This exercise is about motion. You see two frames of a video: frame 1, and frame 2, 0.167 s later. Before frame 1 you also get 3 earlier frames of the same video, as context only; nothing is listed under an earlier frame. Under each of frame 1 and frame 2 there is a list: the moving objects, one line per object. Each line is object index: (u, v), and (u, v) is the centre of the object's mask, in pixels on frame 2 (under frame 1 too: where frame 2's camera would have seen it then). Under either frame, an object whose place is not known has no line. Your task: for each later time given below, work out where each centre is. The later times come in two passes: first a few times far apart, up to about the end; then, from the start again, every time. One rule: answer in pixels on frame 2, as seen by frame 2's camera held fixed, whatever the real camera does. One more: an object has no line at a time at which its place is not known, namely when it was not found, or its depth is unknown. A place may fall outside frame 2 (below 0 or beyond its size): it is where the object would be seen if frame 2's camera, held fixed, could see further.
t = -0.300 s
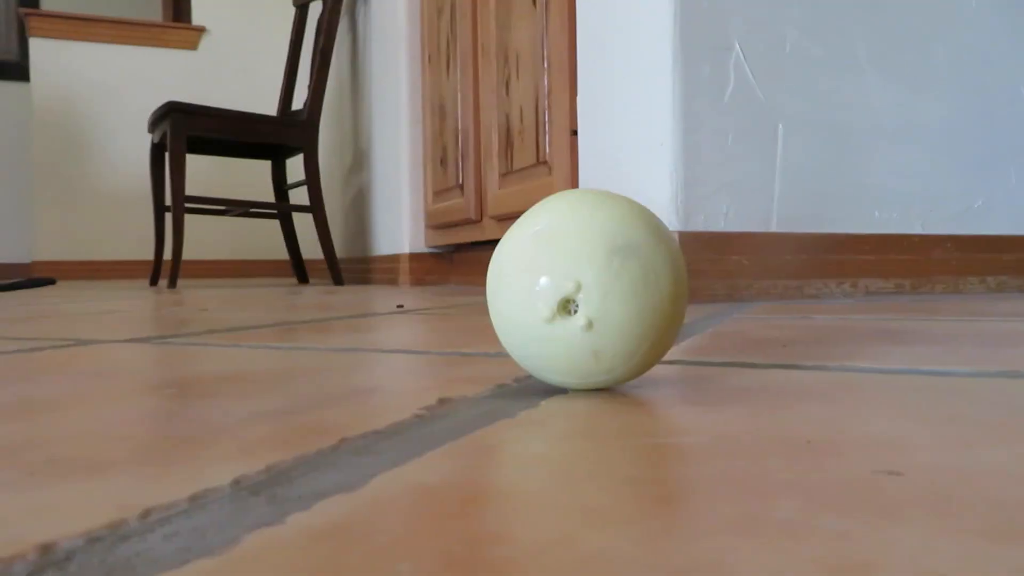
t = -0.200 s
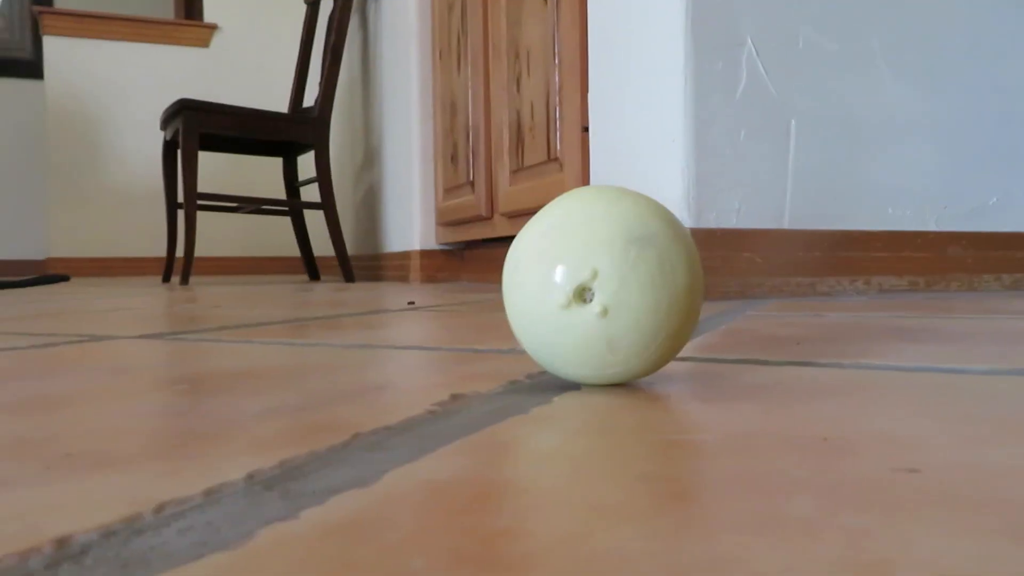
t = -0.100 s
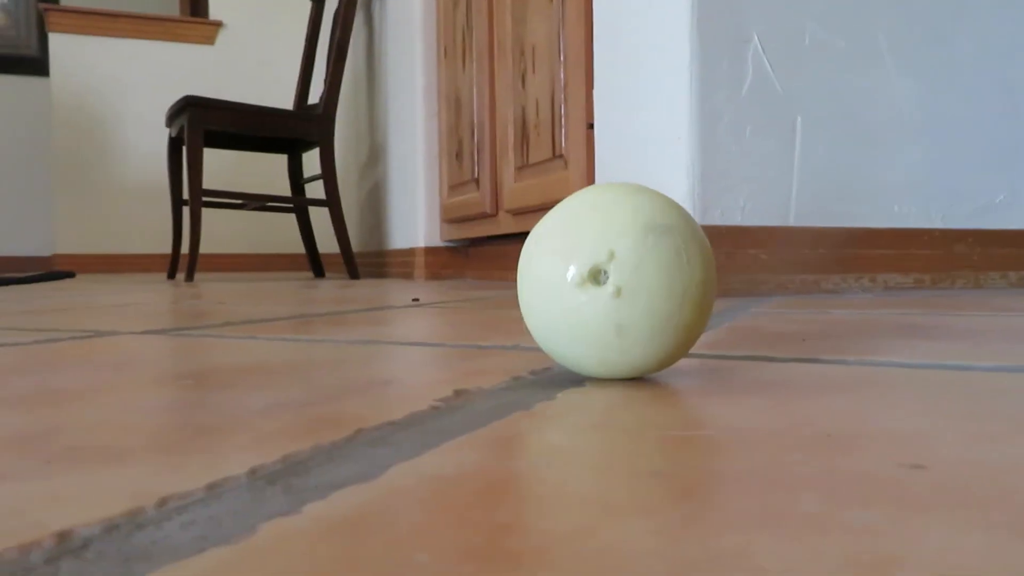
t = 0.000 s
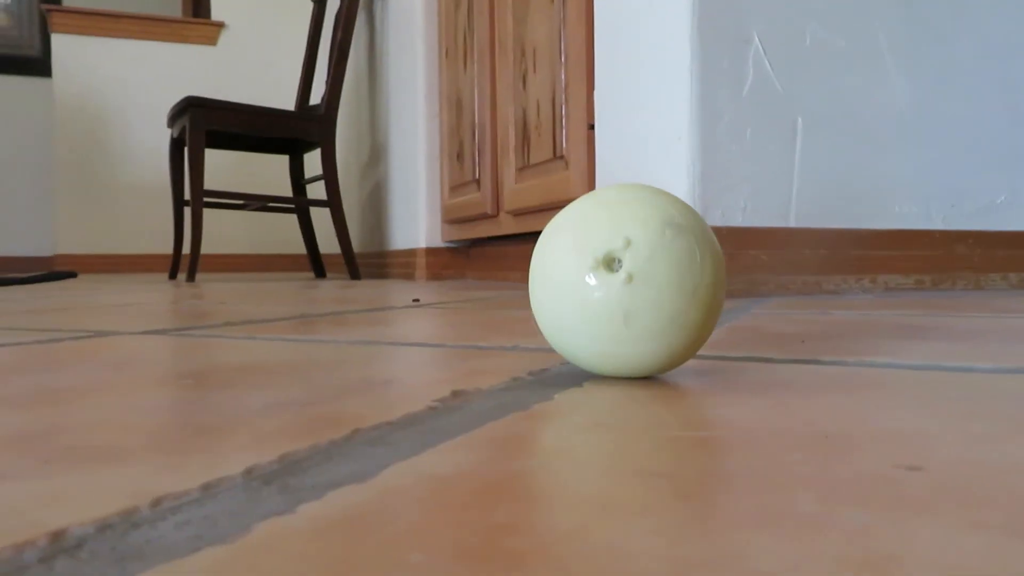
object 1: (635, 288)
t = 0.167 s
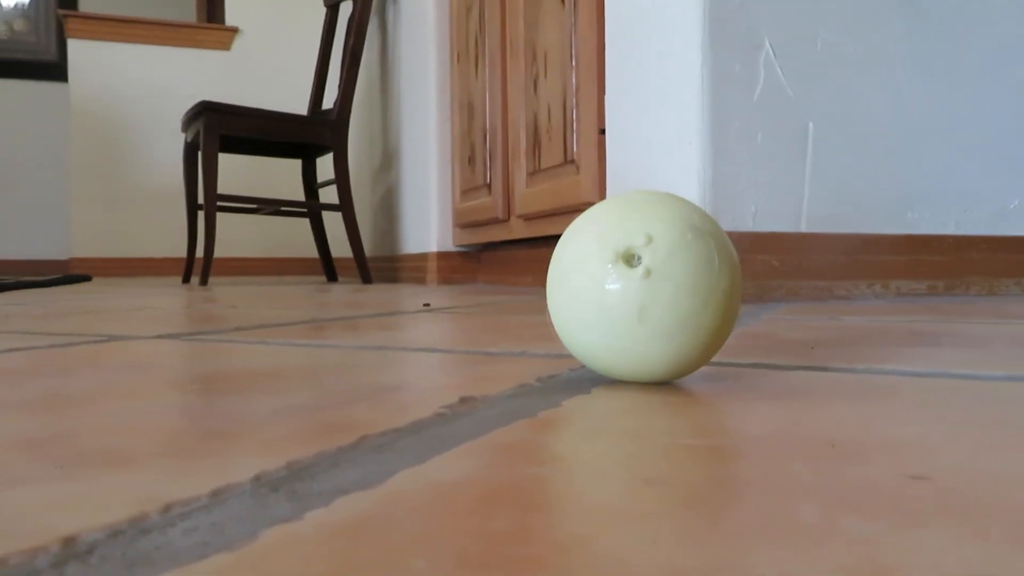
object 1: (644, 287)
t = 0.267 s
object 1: (639, 288)
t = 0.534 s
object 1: (611, 289)
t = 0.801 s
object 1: (578, 291)
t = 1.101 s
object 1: (604, 289)
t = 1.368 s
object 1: (579, 290)
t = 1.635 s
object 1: (582, 291)
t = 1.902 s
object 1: (581, 290)
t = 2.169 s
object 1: (567, 290)
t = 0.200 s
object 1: (643, 287)
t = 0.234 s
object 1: (641, 287)
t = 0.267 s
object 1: (639, 288)
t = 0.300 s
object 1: (636, 288)
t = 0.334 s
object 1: (633, 288)
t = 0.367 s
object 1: (629, 288)
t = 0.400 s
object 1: (626, 288)
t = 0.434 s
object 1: (622, 288)
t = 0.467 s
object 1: (618, 289)
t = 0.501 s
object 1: (615, 289)
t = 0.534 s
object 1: (611, 289)
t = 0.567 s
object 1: (607, 289)
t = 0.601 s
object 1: (604, 289)
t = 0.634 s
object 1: (601, 289)
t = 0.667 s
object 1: (598, 289)
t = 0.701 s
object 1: (594, 290)
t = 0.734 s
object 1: (589, 290)
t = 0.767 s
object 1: (583, 290)
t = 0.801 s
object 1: (578, 291)
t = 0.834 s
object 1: (573, 290)
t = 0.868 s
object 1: (570, 289)
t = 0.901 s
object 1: (570, 288)
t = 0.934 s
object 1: (572, 288)
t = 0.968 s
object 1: (577, 289)
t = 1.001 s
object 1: (585, 290)
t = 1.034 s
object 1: (592, 290)
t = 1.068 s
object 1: (598, 290)
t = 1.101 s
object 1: (604, 289)
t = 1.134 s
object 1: (607, 289)
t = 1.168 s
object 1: (608, 289)
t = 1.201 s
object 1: (607, 289)
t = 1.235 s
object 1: (603, 289)
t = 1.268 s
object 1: (597, 290)
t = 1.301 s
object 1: (592, 290)
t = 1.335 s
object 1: (584, 290)
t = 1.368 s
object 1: (579, 290)
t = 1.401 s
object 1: (574, 290)
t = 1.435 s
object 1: (572, 289)
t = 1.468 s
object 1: (572, 290)
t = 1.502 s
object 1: (573, 290)
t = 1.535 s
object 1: (576, 290)
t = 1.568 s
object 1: (578, 291)
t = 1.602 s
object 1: (580, 291)
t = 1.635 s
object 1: (582, 291)
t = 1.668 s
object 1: (584, 291)
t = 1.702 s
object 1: (585, 291)
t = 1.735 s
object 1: (585, 290)
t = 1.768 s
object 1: (586, 290)
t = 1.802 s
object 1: (585, 290)
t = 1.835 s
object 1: (584, 290)
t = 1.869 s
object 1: (583, 290)
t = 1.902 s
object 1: (581, 290)
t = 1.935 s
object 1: (579, 291)
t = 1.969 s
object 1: (577, 290)
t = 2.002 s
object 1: (575, 291)
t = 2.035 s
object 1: (572, 291)
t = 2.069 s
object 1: (570, 291)
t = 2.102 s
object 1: (569, 291)
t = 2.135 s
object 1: (568, 291)
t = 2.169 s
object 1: (567, 290)
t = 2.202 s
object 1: (567, 290)
